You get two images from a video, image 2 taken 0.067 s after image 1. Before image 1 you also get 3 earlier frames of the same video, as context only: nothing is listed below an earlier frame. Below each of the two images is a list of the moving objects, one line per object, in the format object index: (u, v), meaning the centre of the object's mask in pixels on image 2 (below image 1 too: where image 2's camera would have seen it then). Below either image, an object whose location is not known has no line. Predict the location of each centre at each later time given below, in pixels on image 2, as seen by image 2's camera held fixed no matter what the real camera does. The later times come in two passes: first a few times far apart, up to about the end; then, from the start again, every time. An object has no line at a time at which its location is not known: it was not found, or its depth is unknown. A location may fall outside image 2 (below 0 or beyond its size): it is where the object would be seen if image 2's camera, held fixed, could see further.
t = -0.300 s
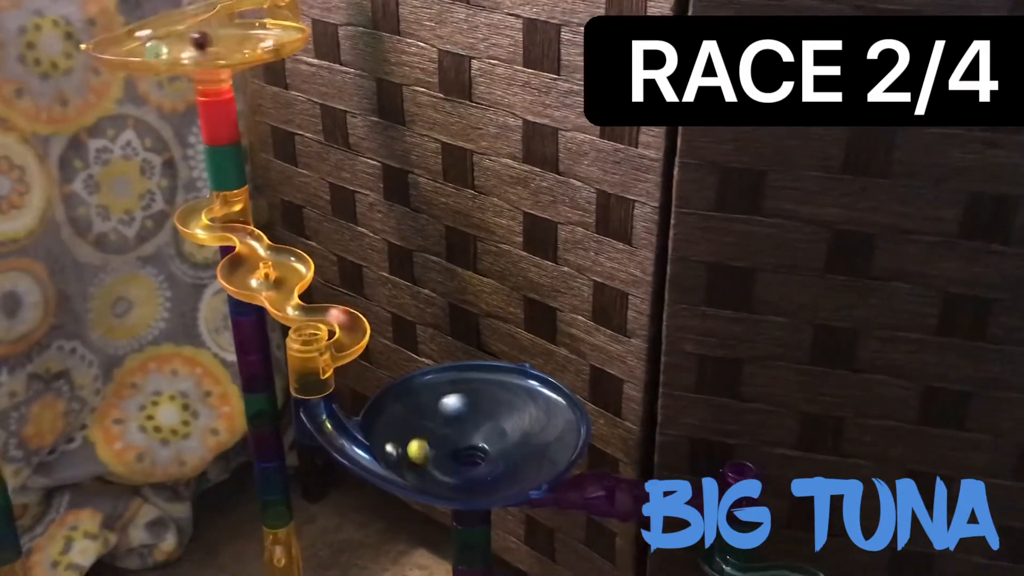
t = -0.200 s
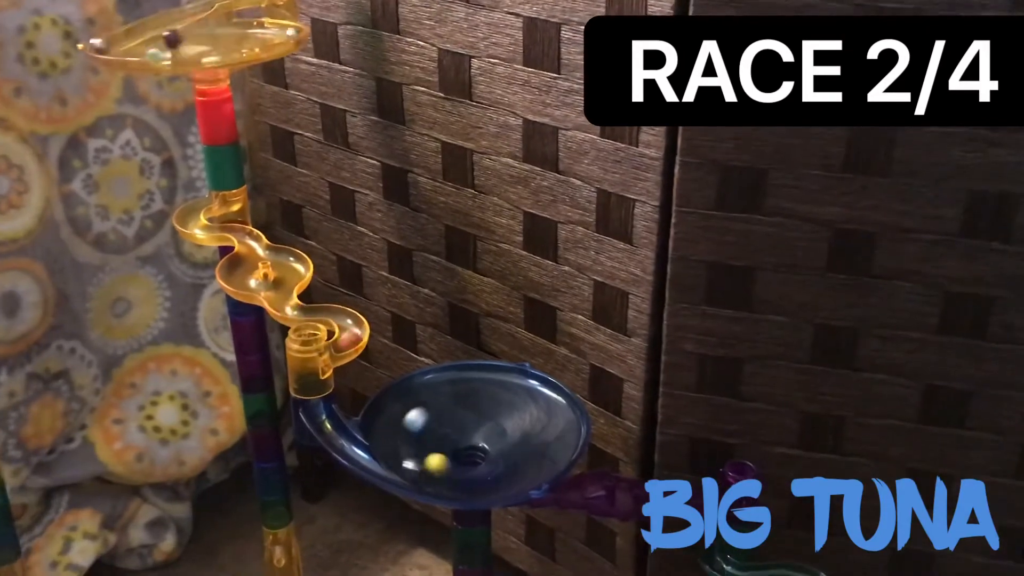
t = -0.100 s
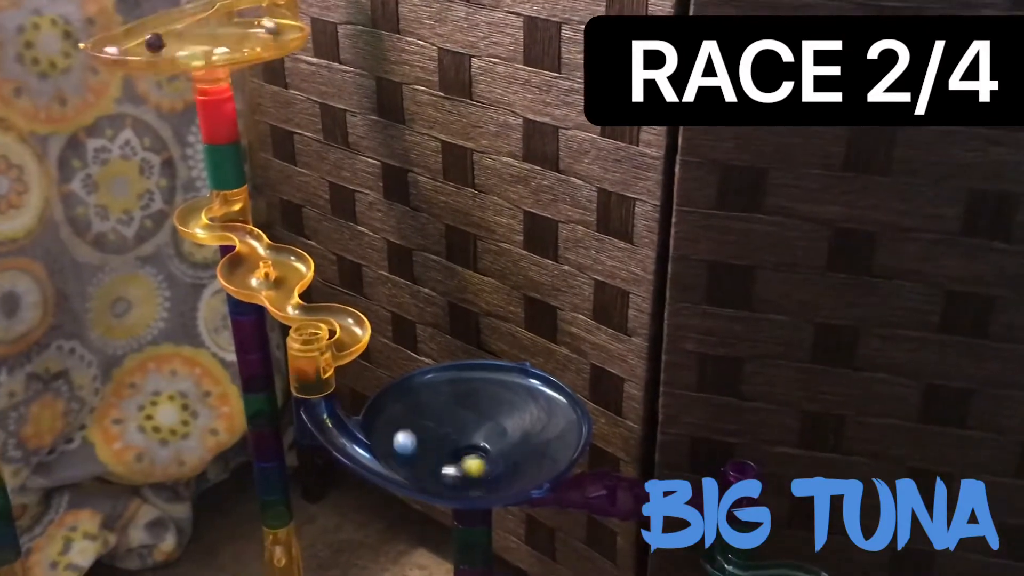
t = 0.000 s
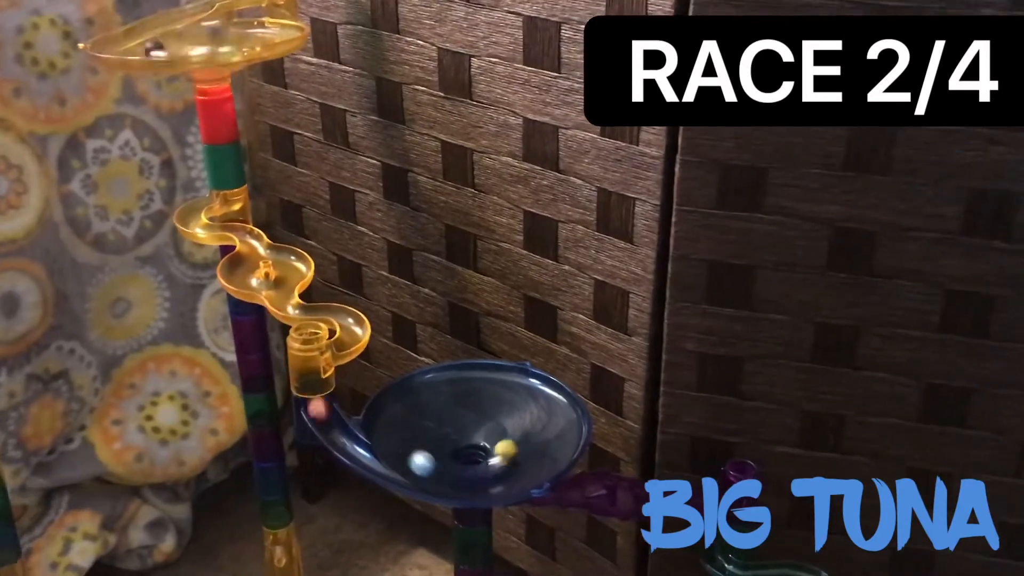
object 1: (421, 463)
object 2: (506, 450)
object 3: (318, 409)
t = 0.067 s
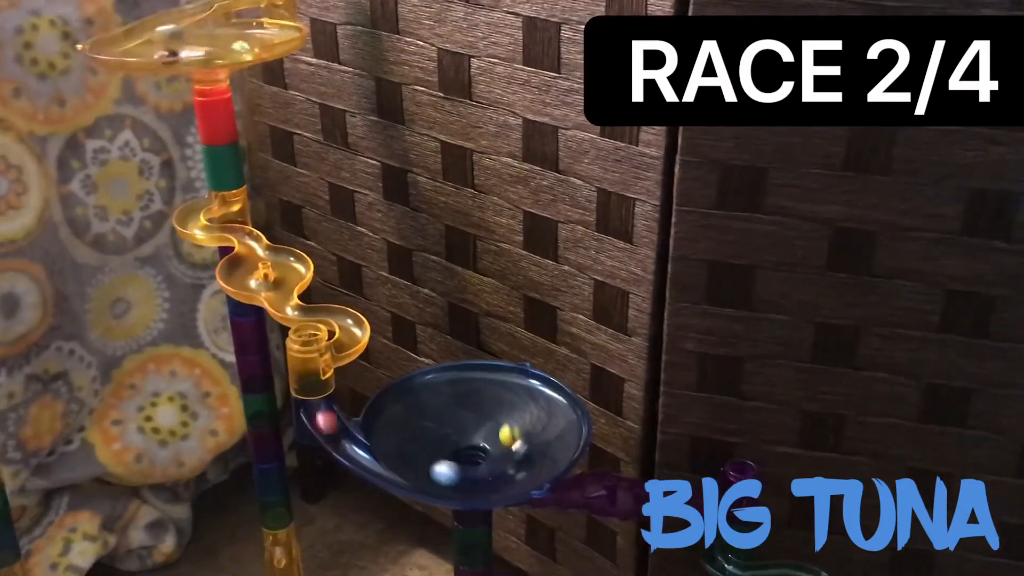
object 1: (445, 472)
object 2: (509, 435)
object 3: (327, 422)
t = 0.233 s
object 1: (510, 463)
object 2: (467, 409)
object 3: (382, 466)
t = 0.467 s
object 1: (513, 412)
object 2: (438, 451)
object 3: (551, 464)
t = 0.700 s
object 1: (424, 416)
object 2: (515, 447)
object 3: (529, 380)
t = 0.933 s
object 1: (442, 465)
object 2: (462, 425)
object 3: (399, 391)
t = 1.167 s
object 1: (524, 449)
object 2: (438, 457)
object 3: (407, 470)
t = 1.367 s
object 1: (498, 413)
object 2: (500, 441)
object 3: (537, 473)
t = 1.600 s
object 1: (415, 435)
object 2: (455, 421)
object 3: (549, 407)
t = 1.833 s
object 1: (465, 468)
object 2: (478, 456)
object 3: (471, 372)
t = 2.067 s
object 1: (514, 432)
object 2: (487, 428)
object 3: (395, 413)
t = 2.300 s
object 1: (438, 418)
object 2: (440, 454)
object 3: (433, 479)
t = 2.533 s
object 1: (450, 461)
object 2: (498, 445)
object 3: (539, 455)
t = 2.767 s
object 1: (503, 439)
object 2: (446, 425)
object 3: (530, 395)
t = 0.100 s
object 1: (458, 474)
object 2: (506, 427)
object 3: (331, 430)
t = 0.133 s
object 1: (473, 473)
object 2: (499, 419)
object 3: (342, 440)
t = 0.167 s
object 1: (486, 472)
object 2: (489, 414)
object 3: (351, 448)
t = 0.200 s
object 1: (499, 468)
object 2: (478, 410)
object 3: (365, 457)
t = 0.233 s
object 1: (510, 463)
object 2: (467, 409)
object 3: (382, 466)
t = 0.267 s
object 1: (519, 457)
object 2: (456, 410)
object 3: (403, 475)
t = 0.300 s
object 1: (526, 449)
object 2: (446, 413)
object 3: (427, 482)
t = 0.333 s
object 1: (530, 441)
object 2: (438, 419)
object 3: (455, 488)
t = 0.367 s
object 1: (531, 433)
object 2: (432, 427)
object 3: (484, 490)
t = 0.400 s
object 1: (528, 427)
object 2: (430, 435)
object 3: (511, 484)
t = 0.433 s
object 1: (522, 418)
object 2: (432, 443)
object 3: (535, 476)
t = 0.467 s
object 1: (513, 412)
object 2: (438, 451)
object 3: (551, 464)
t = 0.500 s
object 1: (501, 407)
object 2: (448, 458)
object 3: (563, 450)
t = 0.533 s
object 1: (488, 404)
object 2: (461, 461)
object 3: (570, 436)
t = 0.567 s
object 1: (474, 402)
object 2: (474, 461)
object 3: (572, 422)
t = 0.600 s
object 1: (459, 403)
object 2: (488, 459)
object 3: (568, 410)
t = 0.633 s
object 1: (446, 406)
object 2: (500, 457)
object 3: (558, 398)
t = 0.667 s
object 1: (434, 410)
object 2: (509, 452)
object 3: (545, 388)
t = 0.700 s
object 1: (424, 416)
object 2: (515, 447)
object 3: (529, 380)
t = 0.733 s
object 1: (416, 423)
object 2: (517, 441)
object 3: (511, 375)
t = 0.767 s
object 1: (412, 431)
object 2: (515, 435)
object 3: (492, 372)
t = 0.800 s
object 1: (411, 439)
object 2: (511, 431)
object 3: (473, 372)
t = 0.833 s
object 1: (414, 447)
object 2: (502, 427)
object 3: (451, 373)
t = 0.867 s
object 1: (421, 455)
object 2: (491, 424)
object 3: (432, 379)
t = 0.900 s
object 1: (431, 461)
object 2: (477, 424)
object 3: (415, 383)
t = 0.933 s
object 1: (442, 465)
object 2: (462, 425)
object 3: (399, 391)
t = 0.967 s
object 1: (455, 468)
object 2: (448, 427)
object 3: (388, 402)
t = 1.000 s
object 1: (470, 469)
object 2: (437, 432)
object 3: (379, 413)
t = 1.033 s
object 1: (484, 468)
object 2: (429, 437)
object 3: (374, 425)
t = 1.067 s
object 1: (497, 465)
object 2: (427, 442)
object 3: (376, 437)
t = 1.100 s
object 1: (509, 461)
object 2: (426, 447)
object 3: (382, 448)
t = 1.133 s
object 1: (519, 455)
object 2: (431, 453)
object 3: (392, 460)
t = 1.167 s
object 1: (524, 449)
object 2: (438, 457)
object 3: (407, 470)
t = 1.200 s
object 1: (528, 442)
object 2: (448, 460)
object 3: (427, 478)
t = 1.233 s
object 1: (529, 436)
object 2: (461, 460)
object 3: (449, 483)
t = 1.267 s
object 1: (526, 429)
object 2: (474, 460)
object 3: (471, 484)
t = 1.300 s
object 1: (520, 423)
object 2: (485, 457)
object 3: (494, 483)
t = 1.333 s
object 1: (510, 418)
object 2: (495, 451)
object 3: (517, 480)
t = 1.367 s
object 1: (498, 413)
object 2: (500, 441)
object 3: (537, 473)
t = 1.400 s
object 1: (484, 411)
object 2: (501, 433)
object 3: (548, 466)
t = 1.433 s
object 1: (470, 412)
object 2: (498, 426)
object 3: (554, 457)
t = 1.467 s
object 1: (455, 413)
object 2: (492, 420)
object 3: (558, 448)
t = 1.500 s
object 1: (441, 416)
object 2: (483, 415)
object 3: (561, 438)
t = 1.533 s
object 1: (429, 422)
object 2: (473, 415)
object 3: (559, 426)
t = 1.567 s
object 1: (420, 428)
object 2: (464, 417)
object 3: (556, 417)
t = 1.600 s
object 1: (415, 435)
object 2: (455, 421)
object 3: (549, 407)
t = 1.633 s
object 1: (414, 442)
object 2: (447, 427)
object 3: (542, 397)
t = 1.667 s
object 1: (417, 449)
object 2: (443, 436)
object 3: (532, 391)
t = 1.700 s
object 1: (422, 455)
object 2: (442, 444)
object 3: (522, 384)
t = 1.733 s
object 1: (430, 460)
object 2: (448, 451)
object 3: (510, 379)
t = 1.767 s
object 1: (440, 465)
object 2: (457, 456)
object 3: (497, 375)
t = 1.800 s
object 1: (453, 467)
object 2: (469, 458)
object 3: (484, 372)
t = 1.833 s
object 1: (465, 468)
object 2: (478, 456)
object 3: (471, 372)
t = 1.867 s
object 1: (478, 467)
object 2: (489, 453)
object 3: (457, 374)
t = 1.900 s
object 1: (490, 464)
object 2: (498, 449)
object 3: (444, 376)
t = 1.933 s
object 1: (501, 459)
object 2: (503, 444)
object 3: (432, 382)
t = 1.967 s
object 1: (509, 453)
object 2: (503, 439)
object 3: (421, 388)
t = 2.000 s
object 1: (515, 446)
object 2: (502, 435)
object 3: (410, 395)
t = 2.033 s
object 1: (516, 440)
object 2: (497, 431)
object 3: (402, 404)
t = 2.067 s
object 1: (514, 432)
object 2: (487, 428)
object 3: (395, 413)
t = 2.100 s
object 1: (509, 425)
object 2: (477, 426)
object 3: (391, 423)
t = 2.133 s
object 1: (501, 419)
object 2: (463, 425)
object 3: (391, 435)
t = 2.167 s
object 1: (489, 415)
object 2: (451, 428)
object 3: (394, 445)
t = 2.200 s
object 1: (475, 413)
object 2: (442, 435)
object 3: (400, 456)
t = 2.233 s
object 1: (462, 412)
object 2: (437, 441)
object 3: (408, 465)
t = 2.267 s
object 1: (449, 414)
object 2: (437, 447)
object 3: (419, 473)
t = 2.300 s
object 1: (438, 418)
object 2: (440, 454)
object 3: (433, 479)
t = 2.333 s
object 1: (429, 424)
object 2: (447, 458)
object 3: (449, 483)
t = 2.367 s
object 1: (423, 431)
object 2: (455, 460)
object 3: (465, 483)
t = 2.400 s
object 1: (422, 437)
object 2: (467, 461)
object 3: (484, 481)
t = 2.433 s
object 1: (424, 444)
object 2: (477, 460)
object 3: (501, 477)
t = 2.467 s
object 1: (429, 452)
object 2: (487, 457)
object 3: (516, 470)
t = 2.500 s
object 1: (438, 456)
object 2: (495, 452)
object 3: (528, 463)
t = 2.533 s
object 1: (450, 461)
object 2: (498, 445)
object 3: (539, 455)
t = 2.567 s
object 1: (464, 462)
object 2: (498, 438)
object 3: (546, 446)
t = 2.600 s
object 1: (479, 461)
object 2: (492, 431)
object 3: (551, 437)
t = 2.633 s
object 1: (491, 458)
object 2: (485, 425)
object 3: (551, 427)
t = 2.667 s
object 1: (502, 454)
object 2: (476, 421)
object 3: (550, 419)
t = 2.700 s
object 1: (505, 448)
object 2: (464, 420)
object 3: (546, 410)
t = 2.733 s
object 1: (506, 444)
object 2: (453, 421)
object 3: (539, 401)
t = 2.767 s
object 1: (503, 439)
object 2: (446, 425)
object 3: (530, 395)
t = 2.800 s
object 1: (496, 436)
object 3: (520, 391)
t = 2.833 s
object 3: (508, 388)
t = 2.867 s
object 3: (496, 385)
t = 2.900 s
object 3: (482, 385)
